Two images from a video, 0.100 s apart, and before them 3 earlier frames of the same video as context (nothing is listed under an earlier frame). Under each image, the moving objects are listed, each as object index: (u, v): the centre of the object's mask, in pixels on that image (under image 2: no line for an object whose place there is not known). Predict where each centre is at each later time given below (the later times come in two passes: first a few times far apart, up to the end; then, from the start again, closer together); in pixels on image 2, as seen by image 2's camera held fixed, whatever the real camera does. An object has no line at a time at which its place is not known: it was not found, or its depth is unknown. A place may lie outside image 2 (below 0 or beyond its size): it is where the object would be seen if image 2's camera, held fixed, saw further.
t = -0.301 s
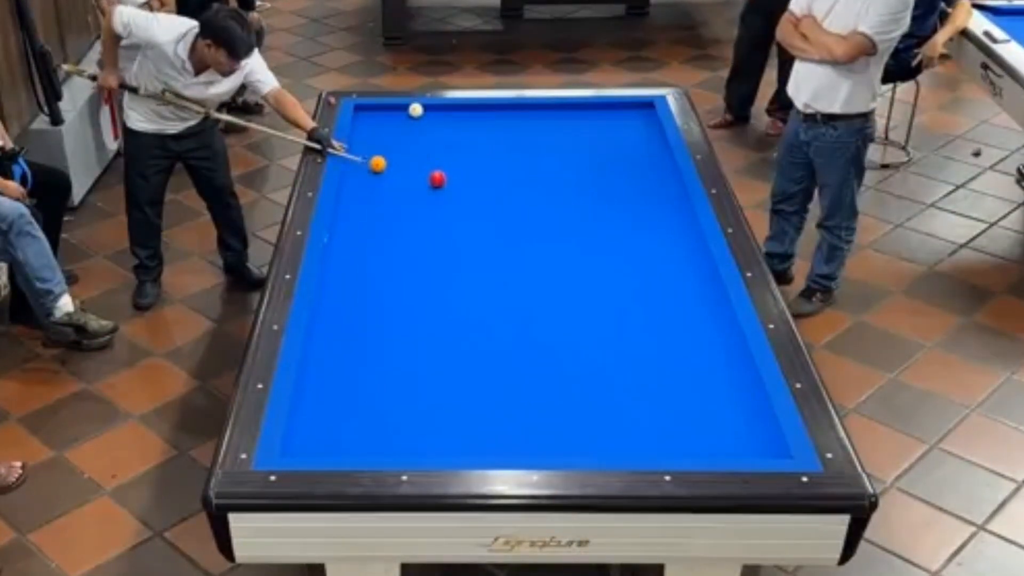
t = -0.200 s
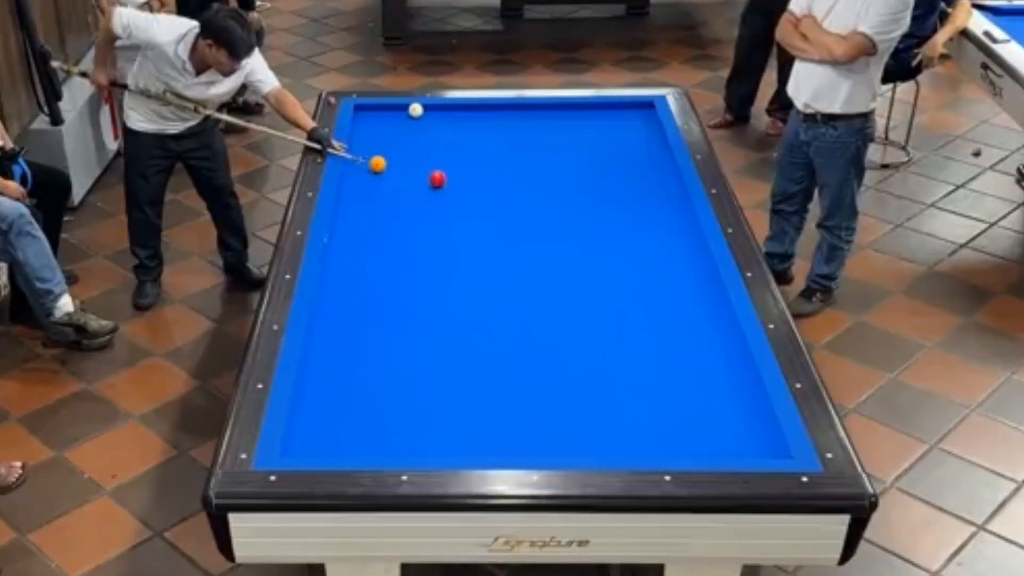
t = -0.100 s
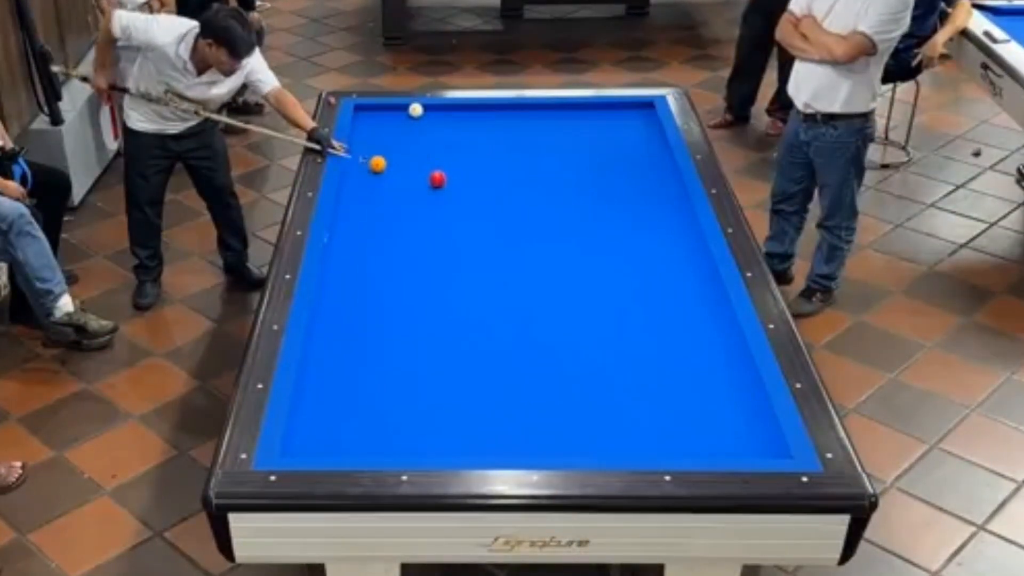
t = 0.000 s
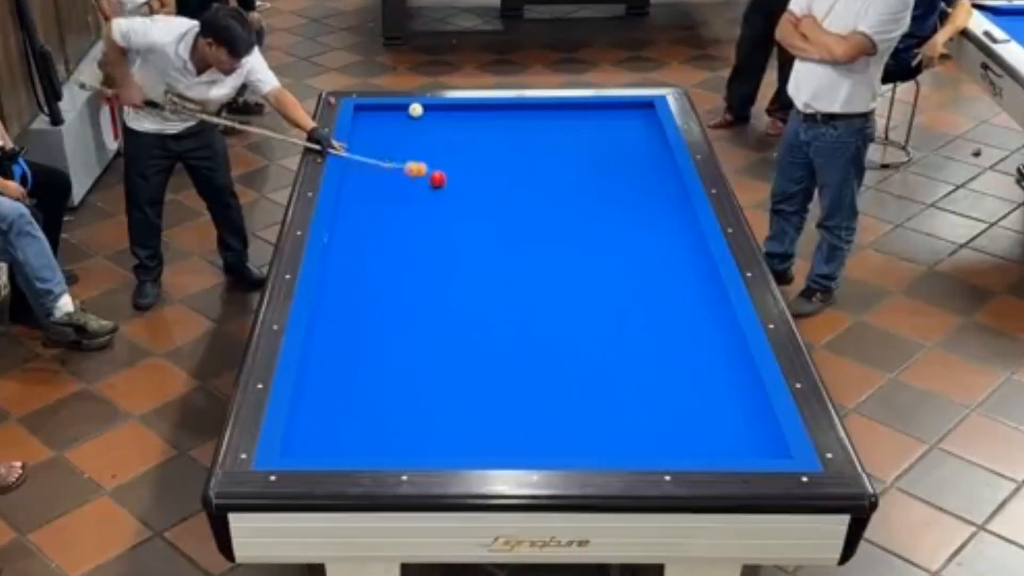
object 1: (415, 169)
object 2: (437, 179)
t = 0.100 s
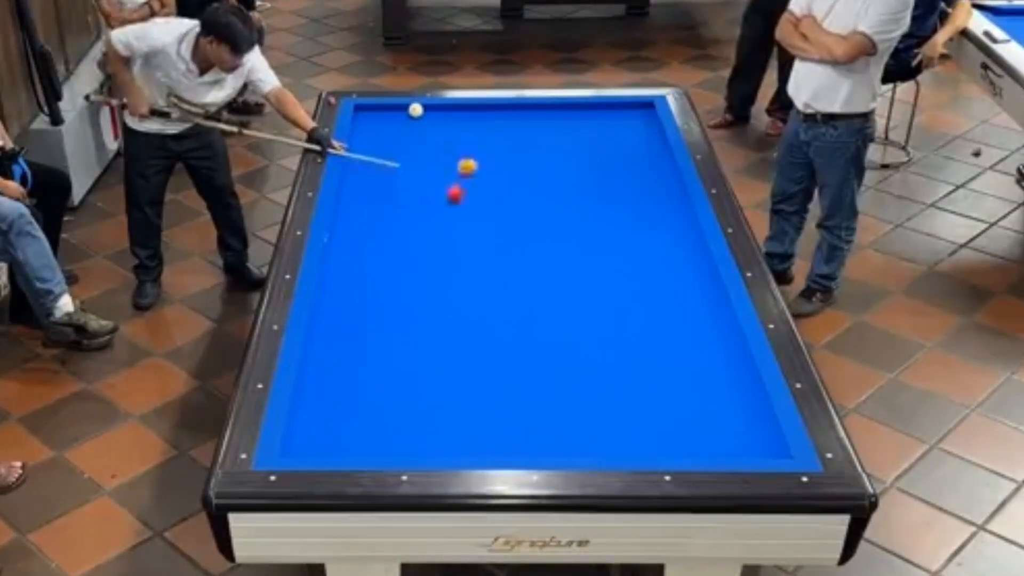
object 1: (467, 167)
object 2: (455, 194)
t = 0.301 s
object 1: (545, 156)
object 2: (499, 231)
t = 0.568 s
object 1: (637, 144)
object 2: (555, 277)
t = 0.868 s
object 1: (604, 134)
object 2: (630, 338)
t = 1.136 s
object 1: (553, 127)
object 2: (708, 401)
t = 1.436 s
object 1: (500, 120)
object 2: (760, 437)
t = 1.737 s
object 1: (449, 113)
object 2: (717, 397)
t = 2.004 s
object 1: (425, 108)
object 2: (684, 367)
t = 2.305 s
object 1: (411, 113)
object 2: (651, 337)
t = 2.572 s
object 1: (400, 116)
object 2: (625, 313)
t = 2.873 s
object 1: (387, 121)
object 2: (599, 288)
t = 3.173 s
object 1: (375, 124)
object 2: (574, 266)
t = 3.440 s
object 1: (365, 127)
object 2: (554, 248)
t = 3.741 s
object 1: (357, 130)
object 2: (533, 229)
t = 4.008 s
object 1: (362, 131)
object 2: (516, 213)
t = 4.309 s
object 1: (366, 134)
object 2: (499, 197)
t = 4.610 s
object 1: (371, 136)
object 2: (482, 182)
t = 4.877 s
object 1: (373, 137)
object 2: (469, 170)
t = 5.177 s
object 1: (377, 139)
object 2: (455, 157)
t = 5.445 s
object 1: (378, 140)
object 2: (443, 147)
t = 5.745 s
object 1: (380, 141)
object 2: (432, 136)
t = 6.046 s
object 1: (382, 141)
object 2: (420, 127)
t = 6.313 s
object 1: (383, 141)
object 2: (410, 117)
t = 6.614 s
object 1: (383, 141)
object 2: (400, 109)
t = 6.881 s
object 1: (383, 141)
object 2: (388, 111)
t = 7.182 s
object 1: (383, 141)
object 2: (373, 116)
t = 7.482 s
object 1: (383, 141)
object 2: (360, 120)
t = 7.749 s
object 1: (383, 141)
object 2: (361, 123)
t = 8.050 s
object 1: (383, 141)
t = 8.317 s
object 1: (383, 142)
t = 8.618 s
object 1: (383, 142)
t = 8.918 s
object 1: (383, 141)
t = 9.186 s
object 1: (383, 142)
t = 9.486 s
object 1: (382, 144)
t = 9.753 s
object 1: (382, 144)
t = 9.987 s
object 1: (383, 144)
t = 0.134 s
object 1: (481, 165)
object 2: (463, 201)
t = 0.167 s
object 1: (495, 163)
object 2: (470, 207)
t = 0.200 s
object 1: (508, 161)
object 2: (478, 213)
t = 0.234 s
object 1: (520, 159)
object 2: (484, 218)
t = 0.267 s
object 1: (533, 158)
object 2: (492, 225)
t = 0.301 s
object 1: (545, 156)
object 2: (499, 231)
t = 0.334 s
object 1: (556, 155)
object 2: (505, 236)
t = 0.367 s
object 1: (568, 153)
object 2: (512, 242)
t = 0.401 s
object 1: (580, 151)
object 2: (519, 248)
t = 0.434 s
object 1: (591, 150)
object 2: (526, 253)
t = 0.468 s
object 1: (603, 149)
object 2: (533, 259)
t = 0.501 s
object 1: (615, 147)
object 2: (540, 265)
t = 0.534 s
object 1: (626, 146)
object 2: (548, 271)
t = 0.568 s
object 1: (637, 144)
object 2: (555, 277)
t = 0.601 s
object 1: (648, 142)
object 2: (563, 284)
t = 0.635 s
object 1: (659, 141)
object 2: (571, 290)
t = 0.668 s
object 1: (652, 140)
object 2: (579, 296)
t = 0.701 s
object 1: (642, 139)
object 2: (586, 303)
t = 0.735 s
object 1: (634, 138)
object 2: (595, 310)
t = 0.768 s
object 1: (627, 137)
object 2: (603, 317)
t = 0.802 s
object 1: (618, 136)
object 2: (611, 323)
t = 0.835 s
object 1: (610, 133)
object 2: (620, 330)
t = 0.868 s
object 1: (604, 134)
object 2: (630, 338)
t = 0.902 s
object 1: (597, 133)
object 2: (638, 346)
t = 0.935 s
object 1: (591, 132)
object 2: (648, 353)
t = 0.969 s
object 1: (585, 131)
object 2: (657, 360)
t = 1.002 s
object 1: (578, 131)
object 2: (667, 368)
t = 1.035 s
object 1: (572, 130)
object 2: (676, 376)
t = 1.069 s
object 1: (566, 129)
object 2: (688, 385)
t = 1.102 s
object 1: (560, 128)
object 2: (697, 393)
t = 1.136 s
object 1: (553, 127)
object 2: (708, 401)
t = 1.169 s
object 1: (547, 127)
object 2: (718, 410)
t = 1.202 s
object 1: (541, 126)
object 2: (729, 419)
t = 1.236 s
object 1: (535, 124)
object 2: (740, 429)
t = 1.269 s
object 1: (529, 124)
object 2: (753, 438)
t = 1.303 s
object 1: (523, 123)
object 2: (764, 446)
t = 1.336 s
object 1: (517, 122)
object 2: (775, 451)
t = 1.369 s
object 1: (511, 122)
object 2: (773, 447)
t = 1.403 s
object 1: (505, 121)
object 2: (766, 443)
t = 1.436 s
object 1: (500, 120)
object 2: (760, 437)
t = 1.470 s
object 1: (494, 119)
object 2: (754, 431)
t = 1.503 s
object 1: (488, 119)
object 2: (749, 426)
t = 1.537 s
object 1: (482, 118)
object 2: (743, 422)
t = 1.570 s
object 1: (476, 117)
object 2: (739, 418)
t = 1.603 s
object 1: (471, 116)
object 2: (735, 414)
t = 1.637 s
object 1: (465, 115)
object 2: (730, 409)
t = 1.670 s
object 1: (459, 114)
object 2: (726, 406)
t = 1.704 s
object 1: (454, 114)
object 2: (721, 401)
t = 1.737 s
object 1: (449, 113)
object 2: (717, 397)
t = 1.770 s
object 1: (443, 112)
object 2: (713, 394)
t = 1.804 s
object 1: (438, 112)
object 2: (709, 390)
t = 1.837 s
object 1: (432, 110)
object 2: (704, 386)
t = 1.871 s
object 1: (430, 109)
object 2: (701, 383)
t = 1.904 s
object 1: (429, 108)
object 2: (696, 378)
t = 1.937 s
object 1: (428, 108)
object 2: (692, 375)
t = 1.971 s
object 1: (426, 108)
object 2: (689, 371)
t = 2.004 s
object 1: (425, 108)
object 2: (684, 367)
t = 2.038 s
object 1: (423, 109)
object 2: (681, 364)
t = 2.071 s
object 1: (421, 109)
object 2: (677, 360)
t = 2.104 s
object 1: (420, 110)
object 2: (673, 357)
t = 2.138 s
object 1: (419, 110)
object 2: (670, 354)
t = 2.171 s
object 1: (417, 111)
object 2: (666, 351)
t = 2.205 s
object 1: (416, 111)
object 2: (662, 347)
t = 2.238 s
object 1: (414, 111)
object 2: (659, 344)
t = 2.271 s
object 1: (412, 112)
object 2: (655, 340)
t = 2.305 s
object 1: (411, 113)
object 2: (651, 337)
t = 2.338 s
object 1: (410, 113)
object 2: (648, 334)
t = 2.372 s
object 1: (408, 113)
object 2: (645, 331)
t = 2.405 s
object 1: (407, 114)
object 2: (641, 328)
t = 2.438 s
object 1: (405, 114)
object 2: (638, 324)
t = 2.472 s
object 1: (404, 115)
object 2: (635, 322)
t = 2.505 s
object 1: (402, 115)
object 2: (632, 319)
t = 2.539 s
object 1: (401, 116)
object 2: (629, 316)
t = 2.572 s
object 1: (400, 116)
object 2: (625, 313)
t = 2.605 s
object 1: (399, 117)
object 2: (622, 310)
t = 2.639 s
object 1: (397, 117)
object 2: (619, 307)
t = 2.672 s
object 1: (396, 117)
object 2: (616, 304)
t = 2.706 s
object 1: (394, 117)
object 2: (613, 301)
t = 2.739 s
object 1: (393, 118)
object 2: (610, 299)
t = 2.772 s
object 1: (392, 118)
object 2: (608, 296)
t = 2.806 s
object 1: (390, 117)
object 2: (604, 293)
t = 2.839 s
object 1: (388, 114)
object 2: (601, 290)
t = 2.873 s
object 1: (387, 121)
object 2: (599, 288)
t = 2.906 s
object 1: (386, 119)
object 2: (596, 285)
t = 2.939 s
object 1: (385, 120)
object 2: (593, 283)
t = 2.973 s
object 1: (384, 121)
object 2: (590, 280)
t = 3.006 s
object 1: (383, 122)
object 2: (587, 278)
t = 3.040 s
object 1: (381, 121)
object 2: (584, 275)
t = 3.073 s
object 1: (380, 122)
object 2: (582, 272)
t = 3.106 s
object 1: (379, 123)
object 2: (579, 270)
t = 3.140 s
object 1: (376, 123)
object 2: (576, 268)
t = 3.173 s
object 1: (375, 124)
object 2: (574, 266)
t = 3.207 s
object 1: (374, 124)
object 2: (571, 263)
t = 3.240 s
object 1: (373, 124)
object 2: (569, 261)
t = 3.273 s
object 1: (371, 125)
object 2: (567, 259)
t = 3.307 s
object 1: (370, 125)
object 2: (564, 256)
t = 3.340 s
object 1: (369, 126)
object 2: (561, 254)
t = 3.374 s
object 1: (368, 126)
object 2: (559, 252)
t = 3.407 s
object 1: (367, 127)
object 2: (556, 250)
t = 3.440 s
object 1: (365, 127)
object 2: (554, 248)
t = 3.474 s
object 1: (364, 127)
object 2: (551, 245)
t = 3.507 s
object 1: (363, 128)
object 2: (549, 243)
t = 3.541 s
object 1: (361, 128)
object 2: (547, 241)
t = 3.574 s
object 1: (360, 128)
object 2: (545, 239)
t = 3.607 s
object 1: (359, 129)
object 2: (542, 237)
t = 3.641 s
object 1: (358, 129)
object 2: (540, 235)
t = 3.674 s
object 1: (357, 129)
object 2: (538, 233)
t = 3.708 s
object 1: (357, 129)
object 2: (535, 231)
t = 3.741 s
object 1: (357, 130)
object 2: (533, 229)
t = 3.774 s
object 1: (357, 130)
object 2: (531, 226)
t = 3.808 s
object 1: (358, 130)
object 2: (529, 224)
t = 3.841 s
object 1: (359, 130)
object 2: (527, 223)
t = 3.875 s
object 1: (360, 130)
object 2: (525, 221)
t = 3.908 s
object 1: (360, 131)
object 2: (523, 218)
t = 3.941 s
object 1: (360, 131)
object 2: (521, 216)
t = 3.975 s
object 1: (361, 131)
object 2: (518, 215)
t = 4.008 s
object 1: (362, 131)
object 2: (516, 213)
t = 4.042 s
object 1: (362, 132)
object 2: (515, 211)
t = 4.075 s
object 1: (363, 132)
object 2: (512, 210)
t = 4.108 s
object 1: (364, 132)
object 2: (510, 208)
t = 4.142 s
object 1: (364, 133)
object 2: (508, 206)
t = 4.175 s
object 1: (365, 133)
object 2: (506, 204)
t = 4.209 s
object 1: (365, 134)
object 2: (504, 202)
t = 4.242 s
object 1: (365, 134)
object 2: (502, 200)
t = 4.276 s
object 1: (366, 134)
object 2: (501, 199)
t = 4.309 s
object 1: (366, 134)
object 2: (499, 197)
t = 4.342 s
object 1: (367, 135)
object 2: (497, 195)
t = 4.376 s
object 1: (367, 135)
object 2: (495, 193)
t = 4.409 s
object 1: (368, 135)
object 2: (493, 192)
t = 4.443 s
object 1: (368, 135)
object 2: (491, 190)
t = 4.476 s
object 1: (369, 135)
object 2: (490, 189)
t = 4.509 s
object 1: (369, 136)
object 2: (488, 187)
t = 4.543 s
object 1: (370, 136)
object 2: (486, 185)
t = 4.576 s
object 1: (370, 136)
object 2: (484, 183)
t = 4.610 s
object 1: (371, 136)
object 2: (482, 182)
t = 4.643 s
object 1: (371, 136)
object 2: (481, 180)
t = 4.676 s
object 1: (371, 136)
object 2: (479, 179)
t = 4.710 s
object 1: (371, 136)
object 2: (477, 178)
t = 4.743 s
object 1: (372, 137)
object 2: (476, 176)
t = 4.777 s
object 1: (372, 137)
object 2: (474, 175)
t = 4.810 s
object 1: (373, 137)
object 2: (472, 173)
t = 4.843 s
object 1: (373, 137)
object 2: (471, 171)
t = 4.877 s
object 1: (373, 137)
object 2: (469, 170)
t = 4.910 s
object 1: (374, 138)
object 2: (468, 168)
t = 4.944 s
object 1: (375, 138)
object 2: (466, 167)
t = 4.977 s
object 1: (375, 138)
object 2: (465, 166)
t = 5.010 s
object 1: (375, 138)
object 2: (463, 164)
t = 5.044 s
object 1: (375, 138)
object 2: (461, 163)
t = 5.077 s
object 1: (376, 138)
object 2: (459, 162)
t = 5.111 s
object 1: (376, 139)
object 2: (458, 160)
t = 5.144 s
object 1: (376, 139)
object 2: (457, 158)
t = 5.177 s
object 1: (377, 139)
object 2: (455, 157)
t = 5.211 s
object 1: (377, 139)
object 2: (454, 156)
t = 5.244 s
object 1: (377, 140)
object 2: (452, 154)
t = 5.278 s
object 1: (377, 140)
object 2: (450, 153)
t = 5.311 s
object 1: (377, 140)
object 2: (449, 152)
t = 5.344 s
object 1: (378, 140)
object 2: (448, 151)
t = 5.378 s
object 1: (378, 140)
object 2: (446, 150)
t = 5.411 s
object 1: (378, 140)
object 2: (445, 148)
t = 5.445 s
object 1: (378, 140)
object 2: (443, 147)
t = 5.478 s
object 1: (379, 140)
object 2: (442, 146)
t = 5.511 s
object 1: (379, 140)
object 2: (440, 144)
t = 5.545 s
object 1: (379, 140)
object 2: (439, 143)
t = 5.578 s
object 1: (380, 140)
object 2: (438, 142)
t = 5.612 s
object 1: (380, 140)
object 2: (436, 141)
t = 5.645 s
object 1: (380, 141)
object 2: (435, 139)
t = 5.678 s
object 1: (380, 141)
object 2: (434, 138)
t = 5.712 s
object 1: (380, 141)
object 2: (432, 137)
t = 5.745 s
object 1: (380, 141)
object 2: (432, 136)
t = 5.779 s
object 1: (380, 141)
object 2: (430, 135)
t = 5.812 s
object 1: (381, 141)
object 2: (429, 134)
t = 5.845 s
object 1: (381, 141)
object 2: (427, 133)
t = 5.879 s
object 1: (381, 141)
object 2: (426, 132)
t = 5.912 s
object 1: (381, 141)
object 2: (424, 130)
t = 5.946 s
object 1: (382, 141)
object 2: (423, 130)
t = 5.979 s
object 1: (382, 141)
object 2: (422, 129)
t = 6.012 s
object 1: (382, 141)
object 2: (421, 128)
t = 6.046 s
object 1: (382, 141)
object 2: (420, 127)
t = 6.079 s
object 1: (382, 141)
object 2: (418, 125)
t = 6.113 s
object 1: (382, 141)
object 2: (417, 124)
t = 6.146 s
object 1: (383, 141)
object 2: (416, 122)
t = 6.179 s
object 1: (383, 141)
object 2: (415, 122)
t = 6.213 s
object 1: (383, 141)
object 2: (414, 121)
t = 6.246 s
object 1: (383, 141)
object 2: (412, 119)
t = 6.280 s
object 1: (383, 141)
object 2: (411, 119)
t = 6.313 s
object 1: (383, 141)
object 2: (410, 117)
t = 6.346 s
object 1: (383, 141)
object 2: (409, 117)
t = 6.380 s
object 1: (383, 141)
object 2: (407, 116)
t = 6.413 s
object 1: (383, 141)
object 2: (407, 115)
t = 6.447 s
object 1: (383, 141)
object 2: (405, 114)
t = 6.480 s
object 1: (383, 141)
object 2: (404, 113)
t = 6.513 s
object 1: (383, 141)
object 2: (403, 112)
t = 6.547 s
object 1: (383, 141)
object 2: (402, 110)
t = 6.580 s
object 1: (383, 141)
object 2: (401, 110)
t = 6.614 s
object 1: (383, 141)
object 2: (400, 109)
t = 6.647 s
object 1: (383, 141)
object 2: (399, 108)
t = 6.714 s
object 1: (383, 141)
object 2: (397, 108)
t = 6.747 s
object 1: (383, 141)
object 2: (396, 108)
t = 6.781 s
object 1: (383, 141)
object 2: (392, 109)
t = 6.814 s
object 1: (383, 141)
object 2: (391, 109)
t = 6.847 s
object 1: (383, 141)
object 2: (390, 110)
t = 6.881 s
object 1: (383, 141)
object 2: (388, 111)
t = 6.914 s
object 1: (383, 141)
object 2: (386, 111)
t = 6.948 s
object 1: (383, 141)
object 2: (385, 111)
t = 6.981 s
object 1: (383, 141)
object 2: (383, 113)
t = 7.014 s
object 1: (383, 141)
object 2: (381, 113)
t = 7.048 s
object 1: (383, 141)
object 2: (379, 114)
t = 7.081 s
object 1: (383, 141)
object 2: (378, 114)
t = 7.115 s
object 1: (383, 142)
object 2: (377, 114)
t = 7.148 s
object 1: (383, 141)
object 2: (375, 115)
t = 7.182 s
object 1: (383, 141)
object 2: (373, 116)
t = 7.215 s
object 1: (383, 141)
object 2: (372, 116)
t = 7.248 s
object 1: (383, 141)
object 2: (371, 116)
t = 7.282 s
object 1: (383, 141)
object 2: (369, 117)
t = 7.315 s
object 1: (383, 141)
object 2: (368, 118)
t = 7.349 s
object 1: (383, 141)
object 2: (366, 118)
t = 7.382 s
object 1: (383, 141)
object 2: (365, 119)
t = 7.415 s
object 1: (383, 141)
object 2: (363, 119)
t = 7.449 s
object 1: (383, 141)
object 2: (362, 120)
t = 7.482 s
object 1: (383, 141)
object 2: (360, 120)
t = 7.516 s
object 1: (383, 141)
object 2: (360, 121)
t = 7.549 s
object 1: (383, 141)
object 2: (358, 121)
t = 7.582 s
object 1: (383, 141)
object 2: (359, 121)
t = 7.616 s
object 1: (383, 141)
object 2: (359, 122)
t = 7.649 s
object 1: (383, 141)
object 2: (359, 122)
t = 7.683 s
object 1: (383, 141)
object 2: (359, 122)
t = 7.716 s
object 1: (383, 141)
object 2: (360, 122)
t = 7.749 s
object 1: (383, 141)
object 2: (361, 123)
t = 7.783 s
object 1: (383, 141)
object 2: (361, 123)
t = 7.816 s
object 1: (383, 141)
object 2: (362, 124)
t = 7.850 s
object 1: (383, 141)
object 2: (362, 124)
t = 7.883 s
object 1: (383, 141)
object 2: (364, 124)
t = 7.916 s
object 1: (383, 141)
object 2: (364, 124)
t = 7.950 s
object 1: (383, 141)
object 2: (365, 125)
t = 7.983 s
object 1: (383, 141)
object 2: (366, 125)
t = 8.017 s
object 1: (383, 141)
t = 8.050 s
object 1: (383, 141)
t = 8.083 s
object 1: (383, 141)
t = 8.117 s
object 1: (383, 141)
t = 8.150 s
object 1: (383, 142)
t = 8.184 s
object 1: (383, 142)
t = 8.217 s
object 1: (383, 142)
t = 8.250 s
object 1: (383, 142)
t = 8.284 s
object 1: (383, 142)
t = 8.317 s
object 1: (383, 142)
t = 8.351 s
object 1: (383, 142)
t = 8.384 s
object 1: (383, 142)
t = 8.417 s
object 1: (383, 142)
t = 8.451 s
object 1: (383, 142)
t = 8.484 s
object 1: (383, 142)
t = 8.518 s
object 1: (383, 142)
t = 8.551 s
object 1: (383, 142)
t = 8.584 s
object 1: (383, 142)
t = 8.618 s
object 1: (383, 142)
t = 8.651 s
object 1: (383, 142)
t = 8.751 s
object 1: (383, 142)
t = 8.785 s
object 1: (383, 141)
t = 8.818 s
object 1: (383, 142)
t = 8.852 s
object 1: (383, 142)
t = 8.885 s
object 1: (383, 142)
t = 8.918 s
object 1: (383, 141)
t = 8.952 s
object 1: (383, 142)
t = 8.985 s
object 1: (383, 142)
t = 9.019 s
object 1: (383, 142)
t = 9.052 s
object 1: (383, 142)
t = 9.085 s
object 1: (383, 142)
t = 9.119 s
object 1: (383, 142)
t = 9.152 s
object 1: (383, 142)
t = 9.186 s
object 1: (383, 142)
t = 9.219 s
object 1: (383, 142)
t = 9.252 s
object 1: (383, 142)
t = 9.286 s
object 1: (383, 142)
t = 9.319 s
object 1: (383, 143)
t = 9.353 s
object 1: (383, 143)
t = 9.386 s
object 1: (383, 143)
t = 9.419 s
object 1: (383, 143)
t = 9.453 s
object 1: (382, 143)
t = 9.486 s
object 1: (382, 144)
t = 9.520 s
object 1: (383, 144)
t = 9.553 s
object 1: (382, 144)
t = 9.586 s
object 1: (383, 144)
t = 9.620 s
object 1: (382, 144)
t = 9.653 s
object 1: (382, 144)
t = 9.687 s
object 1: (382, 144)
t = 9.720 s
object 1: (382, 144)
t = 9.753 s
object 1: (382, 144)
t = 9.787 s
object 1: (383, 144)
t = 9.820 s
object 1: (382, 144)
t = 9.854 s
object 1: (382, 144)
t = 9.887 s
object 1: (382, 144)
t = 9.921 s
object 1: (382, 144)
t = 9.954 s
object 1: (383, 144)
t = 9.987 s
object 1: (383, 144)
